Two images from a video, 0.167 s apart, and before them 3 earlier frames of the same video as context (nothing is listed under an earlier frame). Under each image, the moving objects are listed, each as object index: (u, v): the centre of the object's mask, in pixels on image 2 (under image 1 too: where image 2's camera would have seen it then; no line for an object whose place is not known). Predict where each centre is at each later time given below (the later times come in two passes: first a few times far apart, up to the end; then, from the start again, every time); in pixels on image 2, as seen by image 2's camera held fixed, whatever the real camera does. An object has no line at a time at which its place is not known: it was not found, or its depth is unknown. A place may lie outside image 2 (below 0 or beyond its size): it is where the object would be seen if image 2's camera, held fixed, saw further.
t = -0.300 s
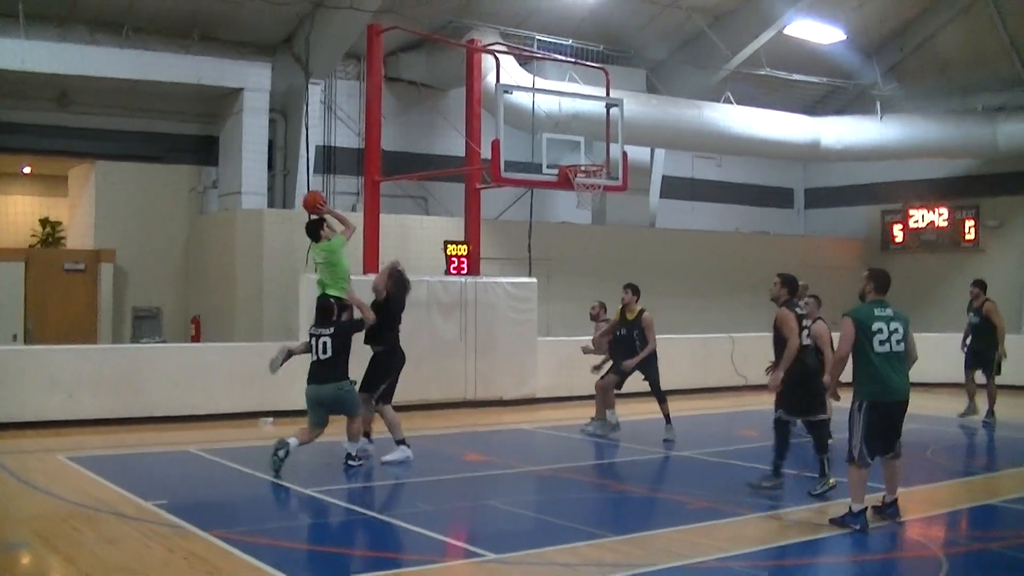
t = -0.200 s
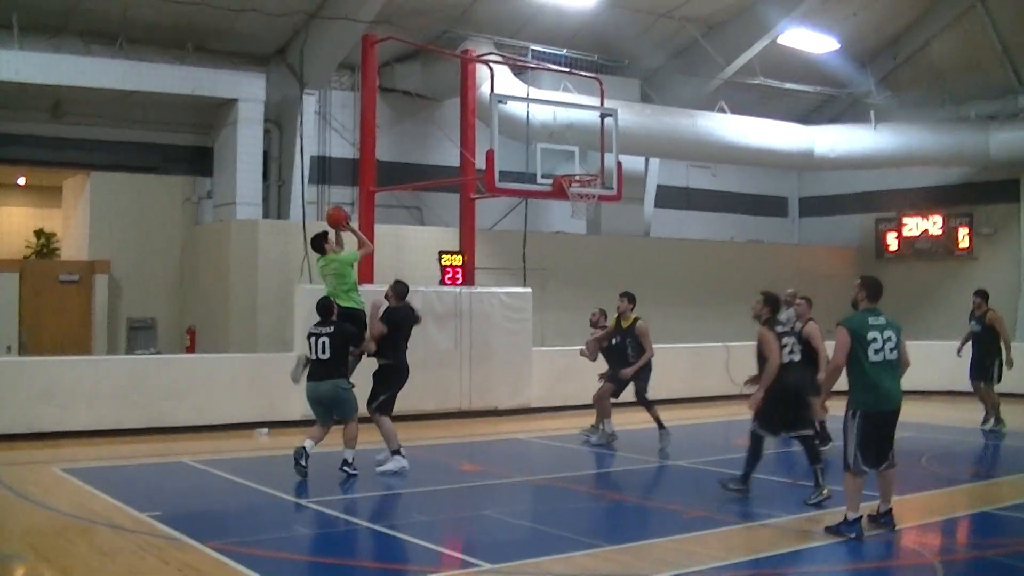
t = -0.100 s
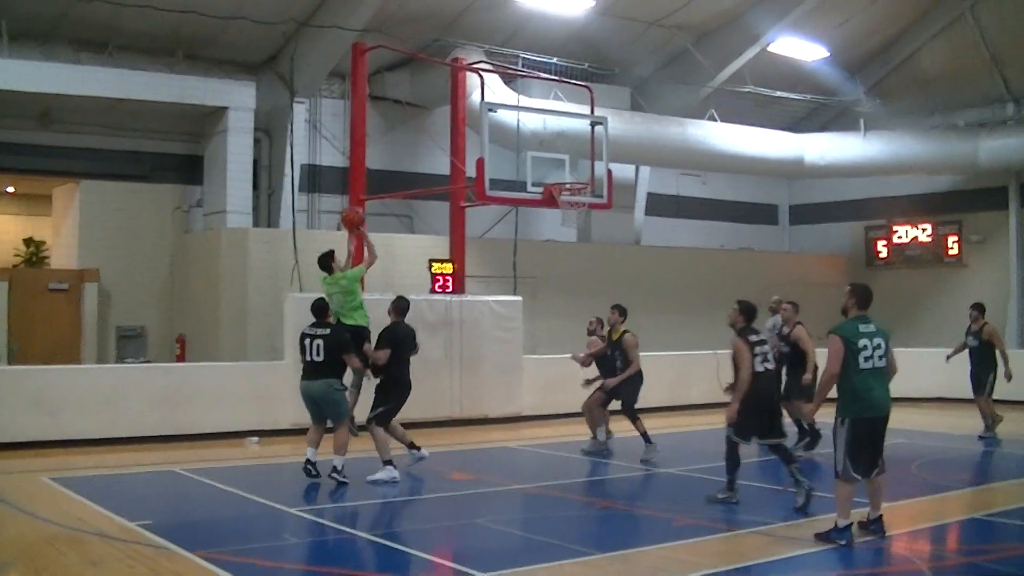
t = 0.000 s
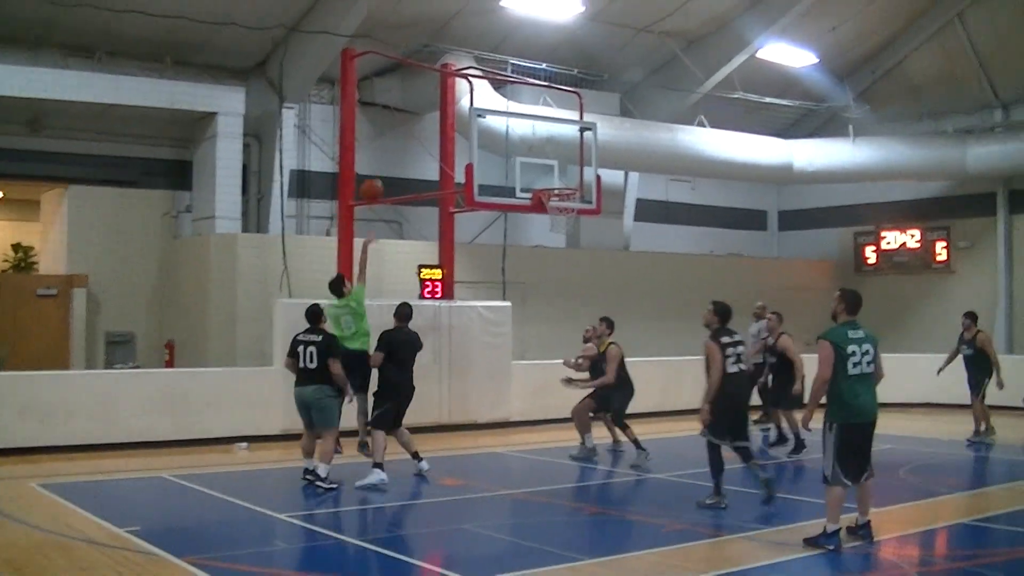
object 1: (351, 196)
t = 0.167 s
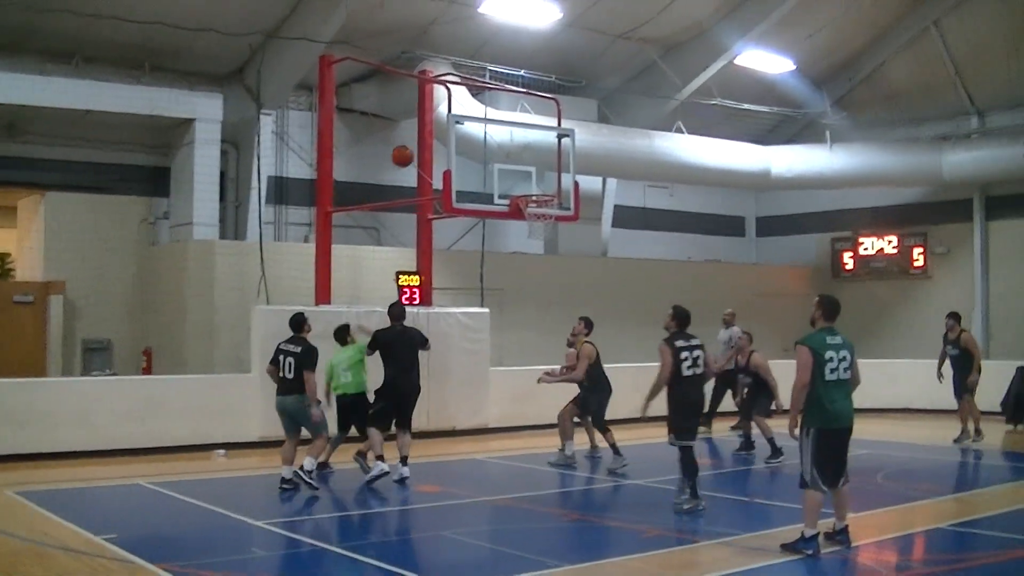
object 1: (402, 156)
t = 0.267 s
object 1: (432, 145)
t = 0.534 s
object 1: (504, 160)
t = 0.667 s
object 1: (538, 189)
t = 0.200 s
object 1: (412, 151)
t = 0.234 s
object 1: (422, 147)
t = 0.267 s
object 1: (432, 145)
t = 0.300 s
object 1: (441, 143)
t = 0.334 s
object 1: (450, 143)
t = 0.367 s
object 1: (460, 144)
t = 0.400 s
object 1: (468, 145)
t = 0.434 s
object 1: (477, 147)
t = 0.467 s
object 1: (486, 151)
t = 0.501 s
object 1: (495, 155)
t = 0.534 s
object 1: (504, 160)
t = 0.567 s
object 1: (512, 165)
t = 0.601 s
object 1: (521, 173)
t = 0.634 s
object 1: (529, 181)
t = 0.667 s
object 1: (538, 189)
